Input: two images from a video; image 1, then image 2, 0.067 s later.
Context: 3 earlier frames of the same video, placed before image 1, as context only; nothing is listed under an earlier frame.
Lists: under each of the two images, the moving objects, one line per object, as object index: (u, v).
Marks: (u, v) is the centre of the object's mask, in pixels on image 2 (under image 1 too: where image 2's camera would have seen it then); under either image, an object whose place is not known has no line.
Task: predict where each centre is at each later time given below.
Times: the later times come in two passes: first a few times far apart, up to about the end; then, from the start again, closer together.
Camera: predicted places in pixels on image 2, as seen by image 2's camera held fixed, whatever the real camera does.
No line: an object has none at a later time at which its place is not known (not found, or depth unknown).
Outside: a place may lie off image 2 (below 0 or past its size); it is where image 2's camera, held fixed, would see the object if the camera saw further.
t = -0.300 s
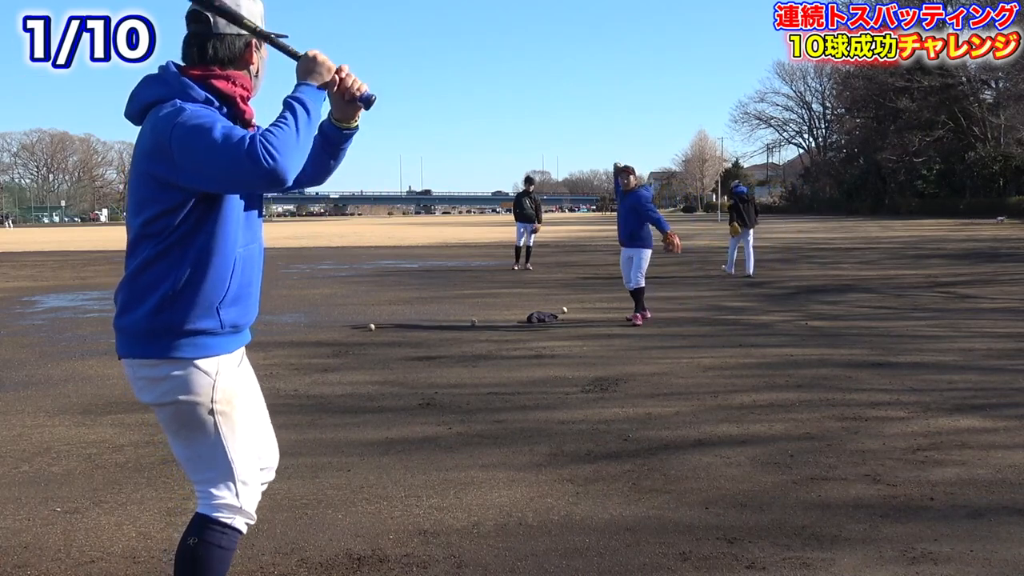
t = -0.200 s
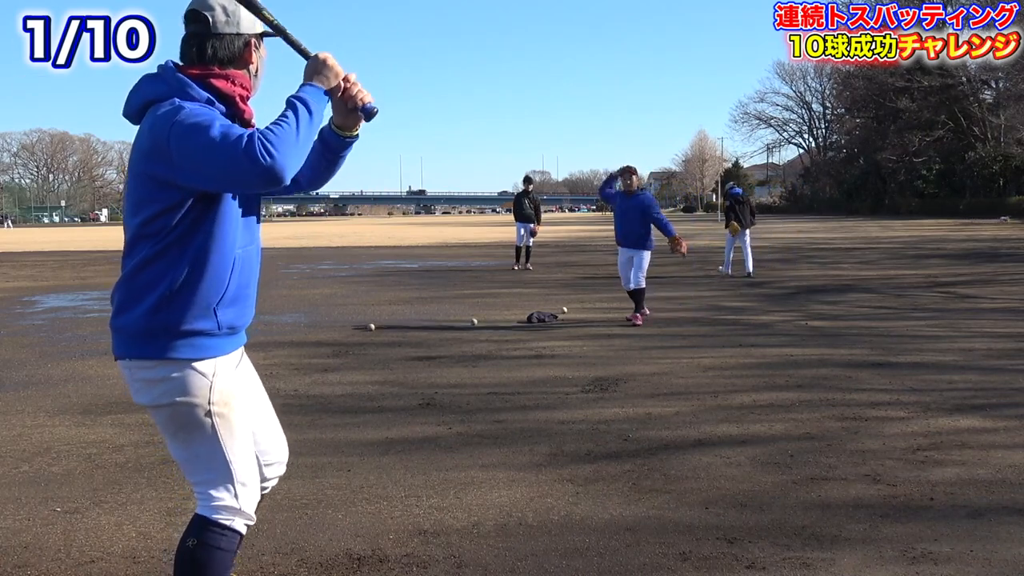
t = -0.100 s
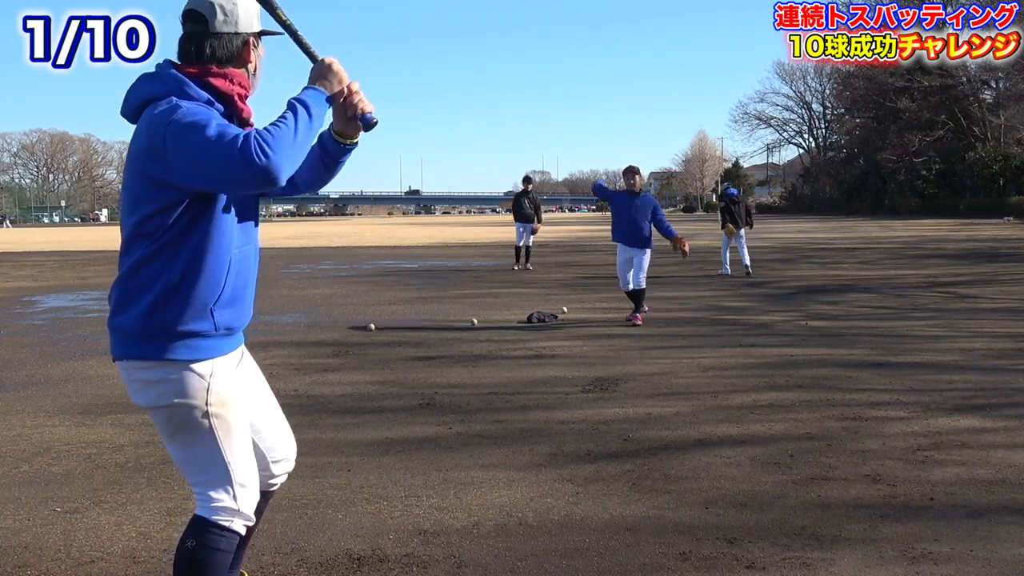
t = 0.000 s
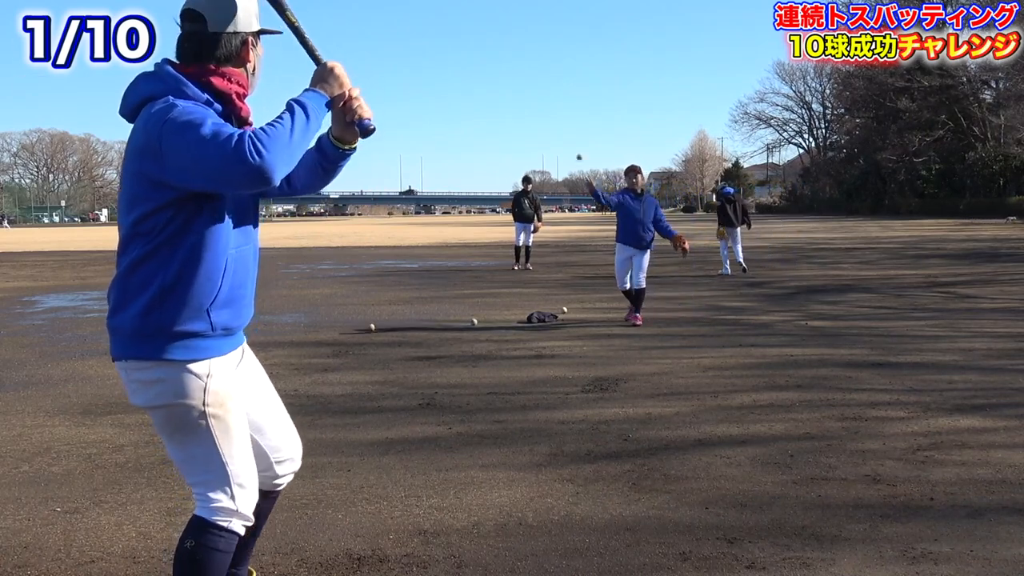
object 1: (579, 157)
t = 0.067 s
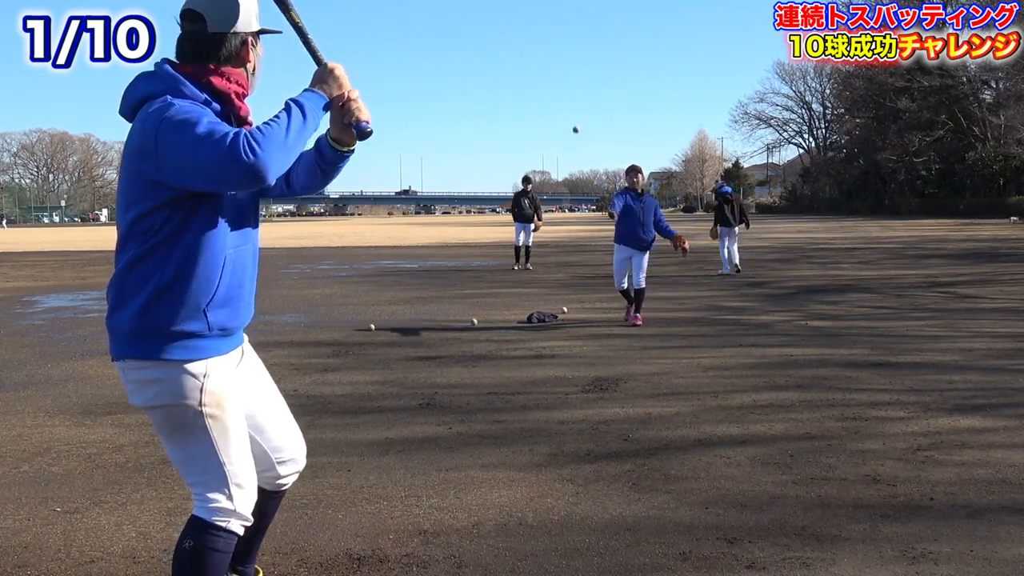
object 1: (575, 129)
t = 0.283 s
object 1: (562, 52)
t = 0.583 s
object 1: (534, 7)
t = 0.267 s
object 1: (563, 57)
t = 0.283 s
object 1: (562, 52)
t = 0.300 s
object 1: (561, 48)
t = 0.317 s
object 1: (560, 43)
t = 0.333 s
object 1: (558, 38)
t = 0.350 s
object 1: (557, 34)
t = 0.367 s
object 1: (556, 30)
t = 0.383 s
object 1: (555, 27)
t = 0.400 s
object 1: (553, 23)
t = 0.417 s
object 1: (552, 20)
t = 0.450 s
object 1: (549, 14)
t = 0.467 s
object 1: (547, 12)
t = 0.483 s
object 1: (546, 10)
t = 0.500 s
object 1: (544, 9)
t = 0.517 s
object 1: (542, 7)
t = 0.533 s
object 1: (540, 7)
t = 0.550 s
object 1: (538, 6)
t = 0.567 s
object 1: (536, 7)
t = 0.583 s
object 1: (534, 7)
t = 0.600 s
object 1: (533, 9)
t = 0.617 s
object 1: (530, 10)
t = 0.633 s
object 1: (528, 13)
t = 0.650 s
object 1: (525, 17)
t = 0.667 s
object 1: (523, 21)
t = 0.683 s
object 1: (520, 26)
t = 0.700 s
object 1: (518, 32)
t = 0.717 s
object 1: (515, 38)
